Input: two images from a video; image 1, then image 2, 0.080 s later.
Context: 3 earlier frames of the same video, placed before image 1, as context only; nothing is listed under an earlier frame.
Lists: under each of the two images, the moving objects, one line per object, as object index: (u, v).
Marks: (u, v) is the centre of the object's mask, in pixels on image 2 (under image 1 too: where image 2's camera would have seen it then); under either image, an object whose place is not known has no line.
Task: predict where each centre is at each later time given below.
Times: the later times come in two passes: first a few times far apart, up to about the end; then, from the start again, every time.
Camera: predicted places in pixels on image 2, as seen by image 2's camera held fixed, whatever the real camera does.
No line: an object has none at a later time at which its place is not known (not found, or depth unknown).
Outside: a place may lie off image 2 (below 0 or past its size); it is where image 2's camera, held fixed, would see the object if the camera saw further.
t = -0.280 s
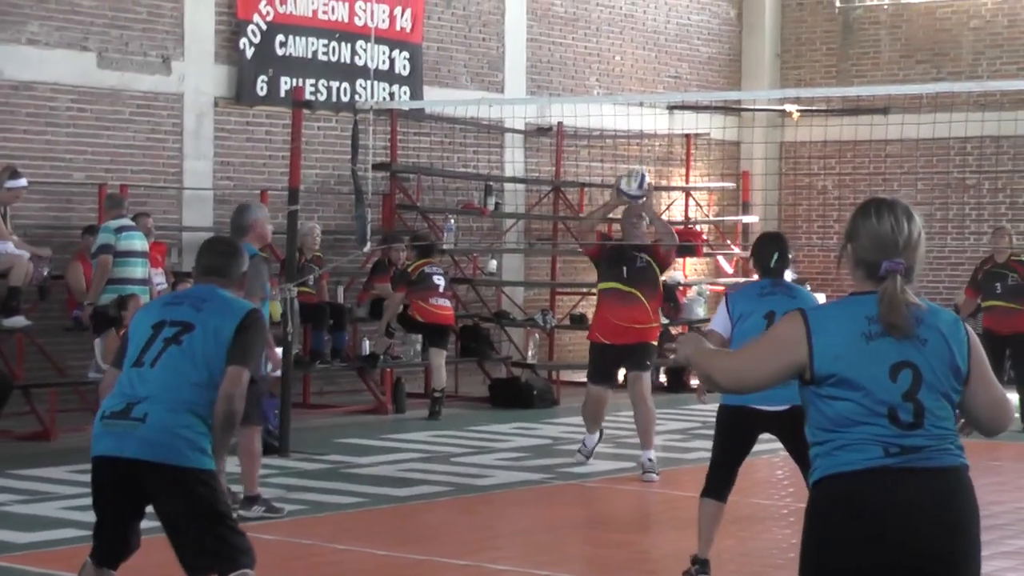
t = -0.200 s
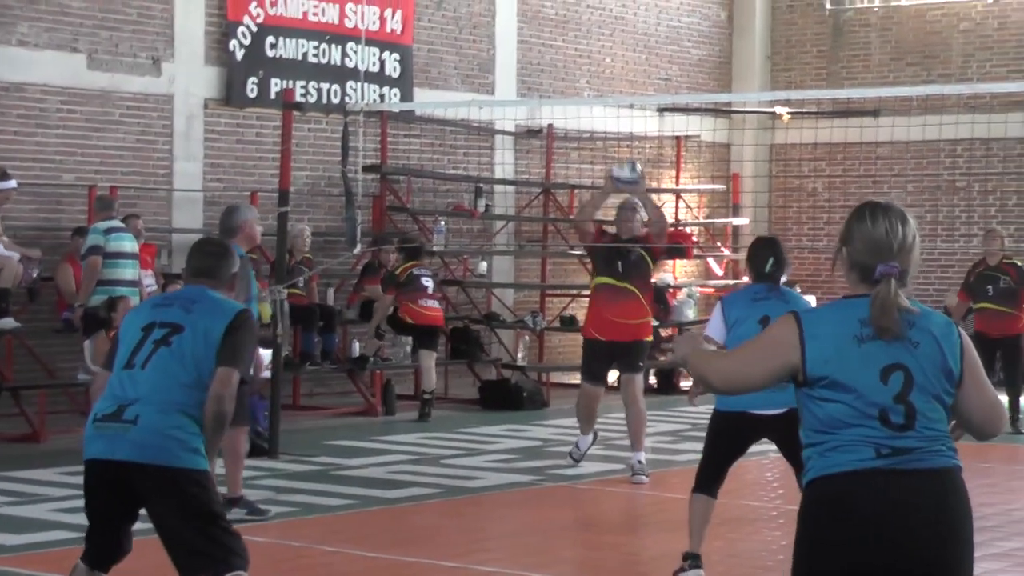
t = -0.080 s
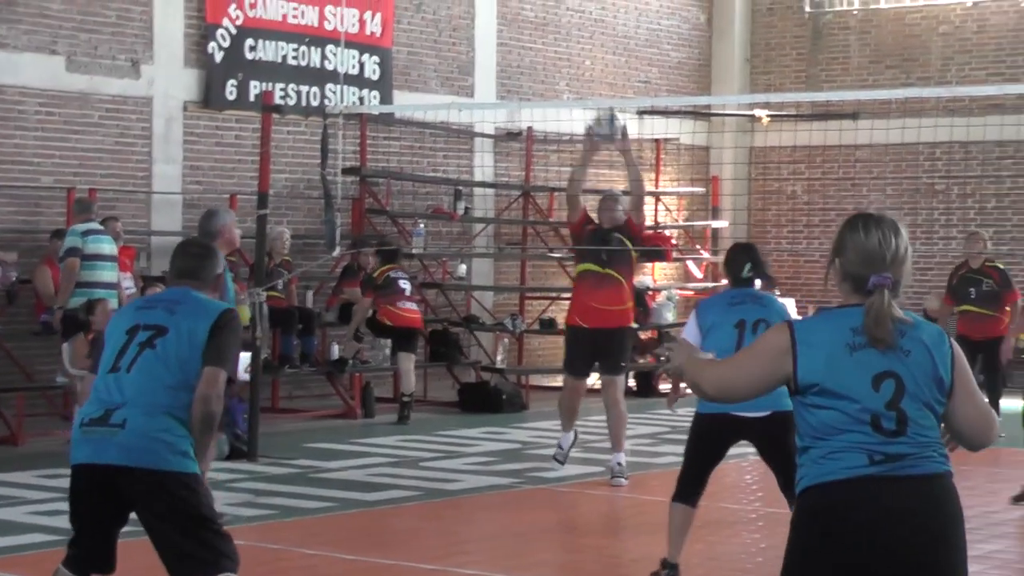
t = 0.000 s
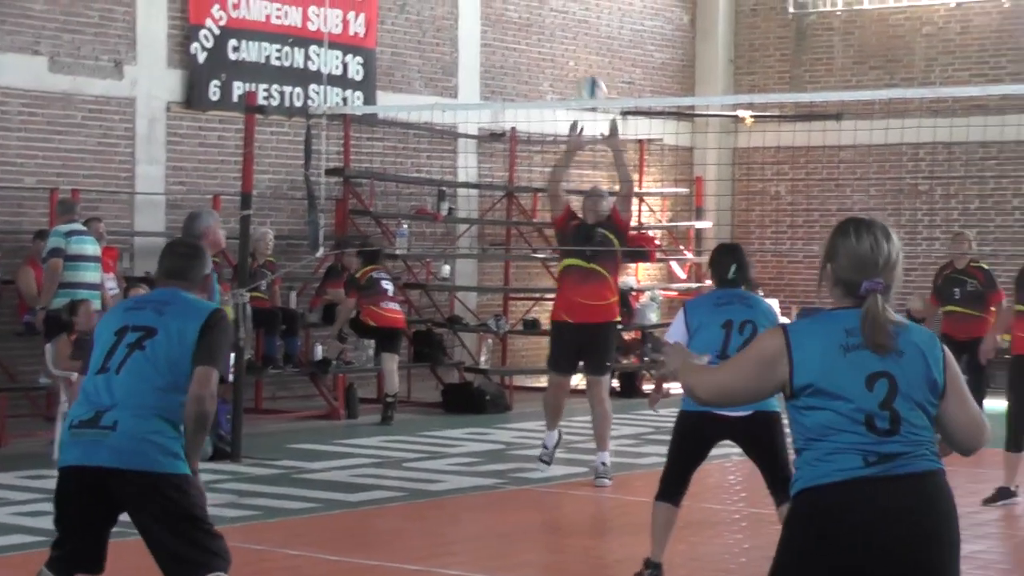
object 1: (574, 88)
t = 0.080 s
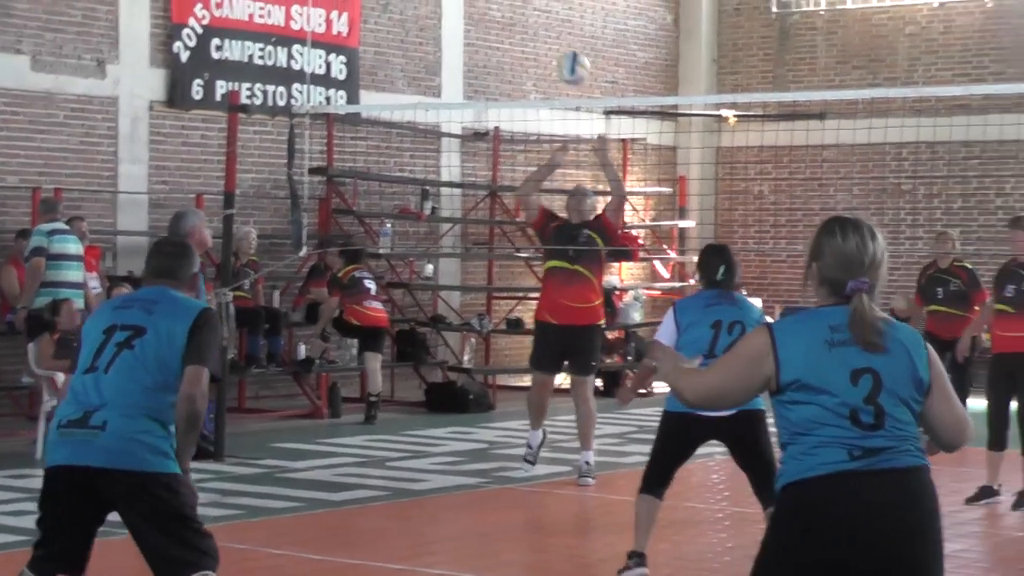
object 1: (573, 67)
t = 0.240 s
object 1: (571, 46)
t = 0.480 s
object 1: (566, 93)
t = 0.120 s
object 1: (573, 59)
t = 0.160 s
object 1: (572, 52)
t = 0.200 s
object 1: (571, 48)
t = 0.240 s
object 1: (571, 46)
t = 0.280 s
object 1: (570, 47)
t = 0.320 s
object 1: (569, 51)
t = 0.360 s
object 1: (569, 57)
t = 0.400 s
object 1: (568, 66)
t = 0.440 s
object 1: (567, 78)
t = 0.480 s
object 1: (566, 93)
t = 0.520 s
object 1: (566, 110)
